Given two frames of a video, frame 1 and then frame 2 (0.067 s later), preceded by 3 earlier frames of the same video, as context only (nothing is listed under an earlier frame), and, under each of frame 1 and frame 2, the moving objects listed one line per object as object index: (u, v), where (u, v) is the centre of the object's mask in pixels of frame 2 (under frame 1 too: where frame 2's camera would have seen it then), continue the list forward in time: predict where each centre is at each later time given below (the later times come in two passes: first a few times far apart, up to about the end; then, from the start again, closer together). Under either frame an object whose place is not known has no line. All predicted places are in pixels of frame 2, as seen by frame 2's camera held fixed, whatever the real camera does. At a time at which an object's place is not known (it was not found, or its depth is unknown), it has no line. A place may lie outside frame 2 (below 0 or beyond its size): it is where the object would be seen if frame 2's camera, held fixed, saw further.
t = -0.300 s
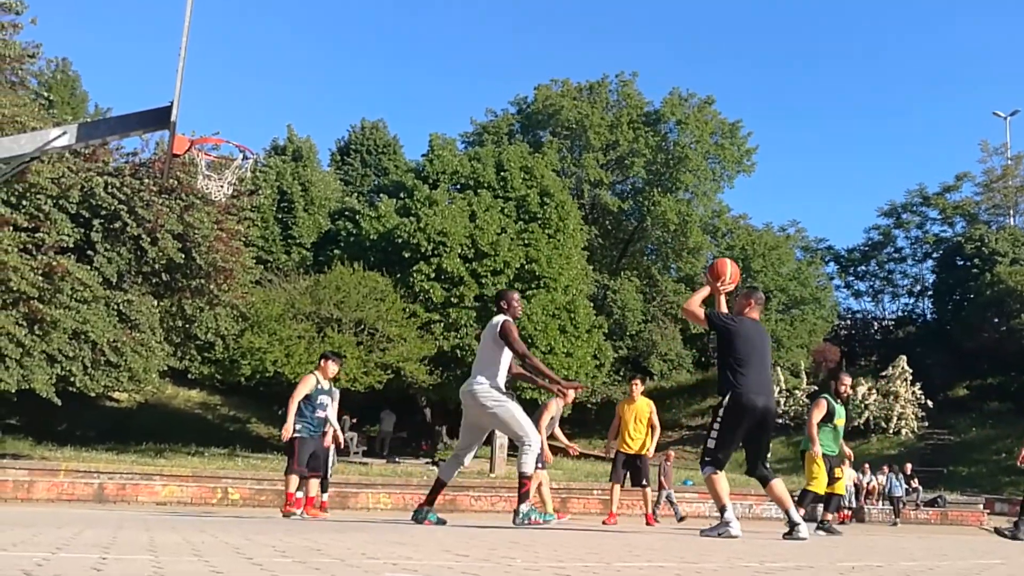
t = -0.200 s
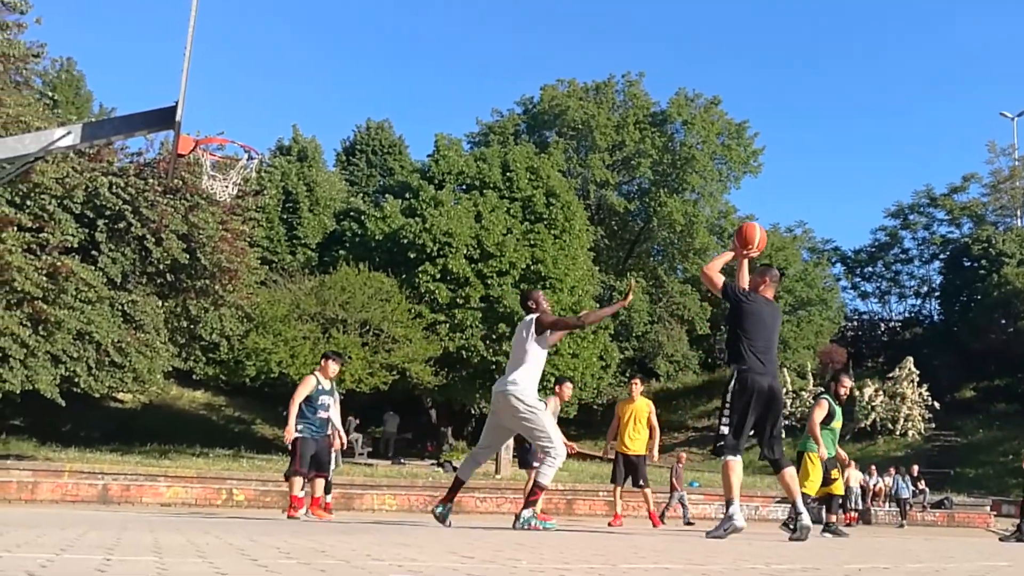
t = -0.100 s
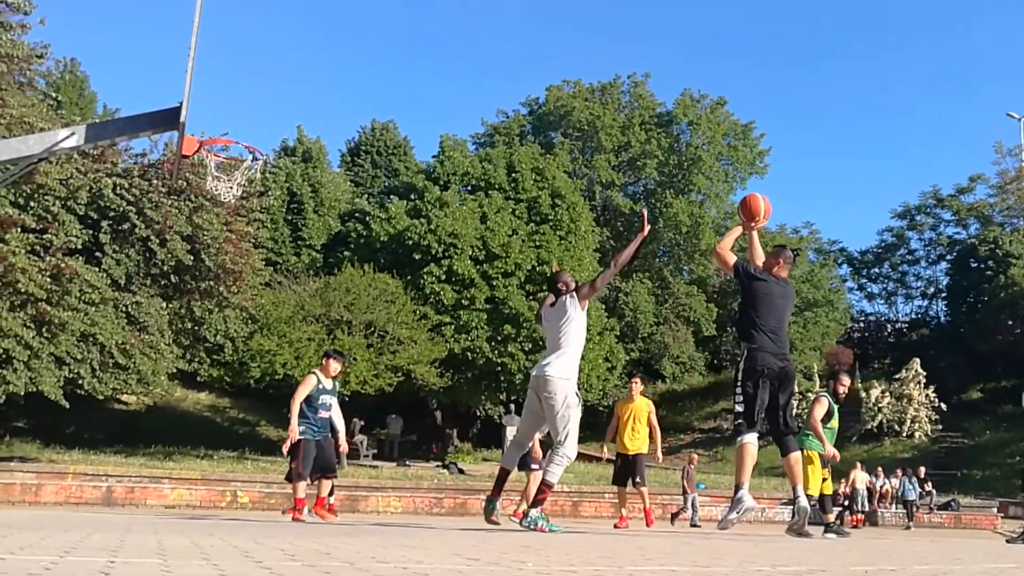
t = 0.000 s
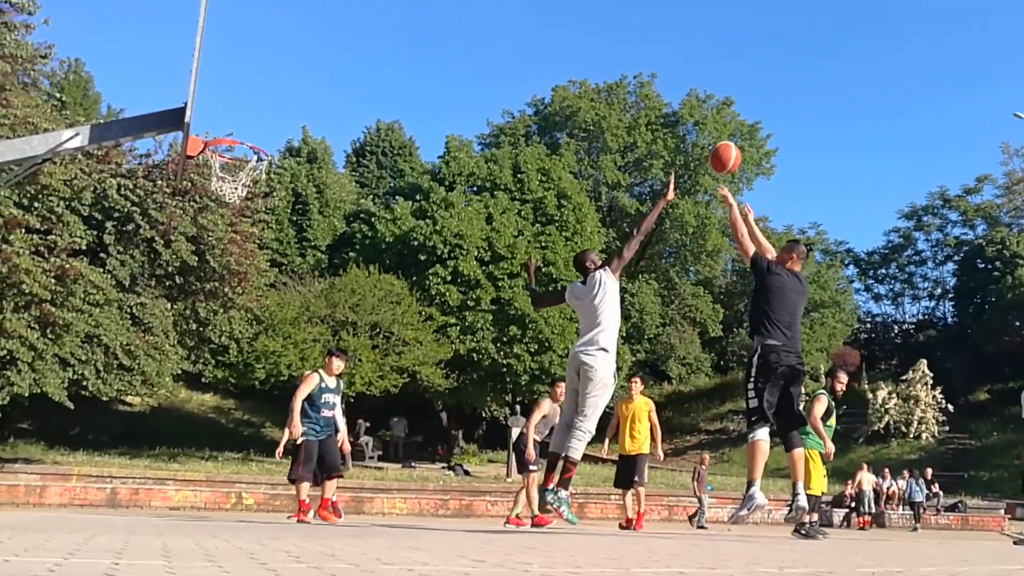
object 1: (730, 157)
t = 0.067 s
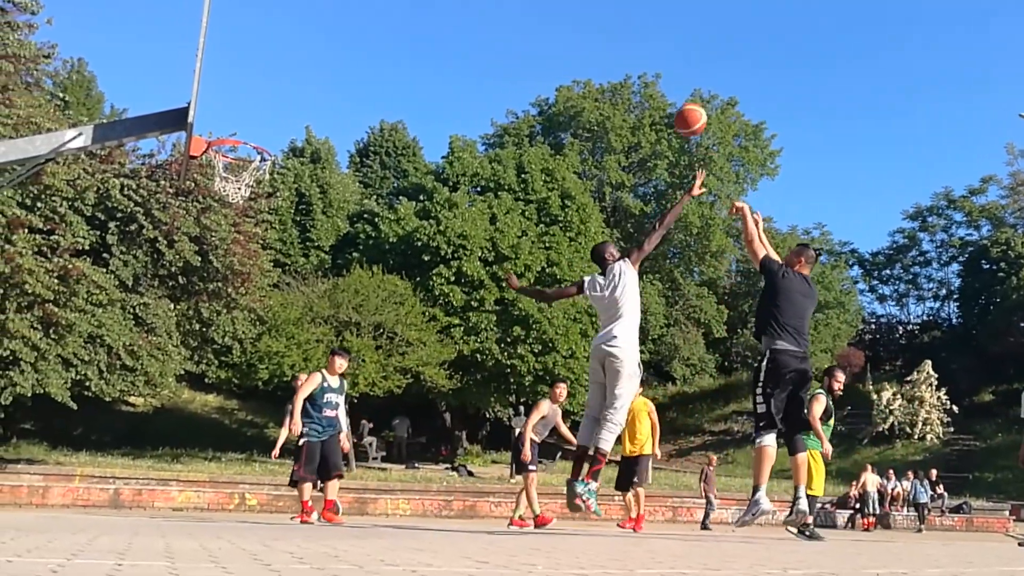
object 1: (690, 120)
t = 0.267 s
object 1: (580, 43)
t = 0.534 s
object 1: (441, 22)
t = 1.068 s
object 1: (254, 168)
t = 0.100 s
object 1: (671, 103)
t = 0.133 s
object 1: (652, 88)
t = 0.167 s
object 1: (634, 75)
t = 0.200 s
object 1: (616, 63)
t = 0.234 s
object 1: (598, 52)
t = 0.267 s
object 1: (580, 43)
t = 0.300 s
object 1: (563, 36)
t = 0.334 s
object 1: (545, 30)
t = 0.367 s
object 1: (528, 25)
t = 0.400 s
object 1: (510, 22)
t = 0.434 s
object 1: (493, 20)
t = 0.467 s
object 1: (475, 20)
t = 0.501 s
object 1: (459, 20)
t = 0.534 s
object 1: (441, 22)
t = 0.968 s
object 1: (230, 145)
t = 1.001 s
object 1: (234, 156)
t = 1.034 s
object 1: (244, 161)
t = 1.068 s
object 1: (254, 168)
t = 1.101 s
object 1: (263, 177)
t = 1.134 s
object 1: (272, 186)
